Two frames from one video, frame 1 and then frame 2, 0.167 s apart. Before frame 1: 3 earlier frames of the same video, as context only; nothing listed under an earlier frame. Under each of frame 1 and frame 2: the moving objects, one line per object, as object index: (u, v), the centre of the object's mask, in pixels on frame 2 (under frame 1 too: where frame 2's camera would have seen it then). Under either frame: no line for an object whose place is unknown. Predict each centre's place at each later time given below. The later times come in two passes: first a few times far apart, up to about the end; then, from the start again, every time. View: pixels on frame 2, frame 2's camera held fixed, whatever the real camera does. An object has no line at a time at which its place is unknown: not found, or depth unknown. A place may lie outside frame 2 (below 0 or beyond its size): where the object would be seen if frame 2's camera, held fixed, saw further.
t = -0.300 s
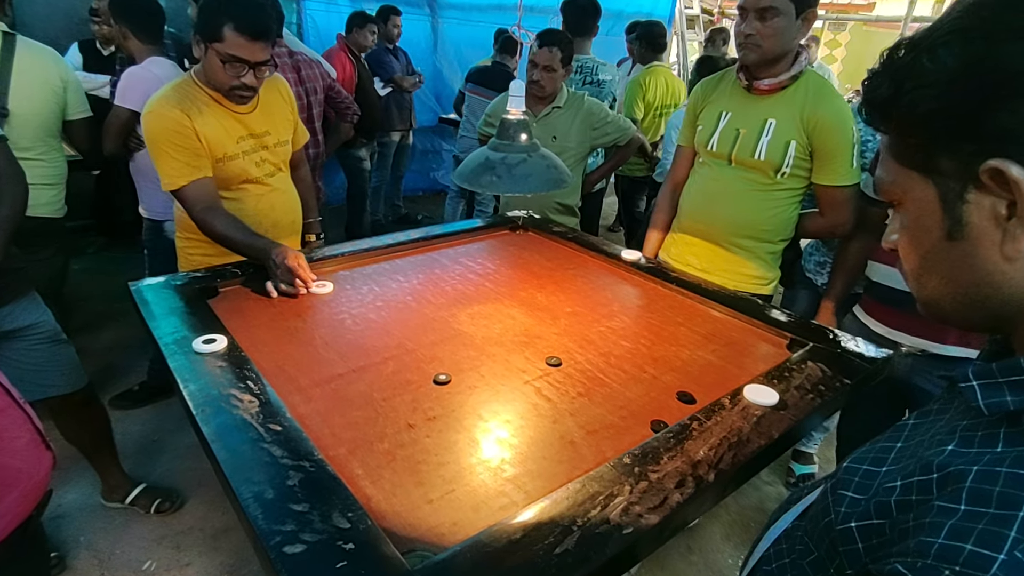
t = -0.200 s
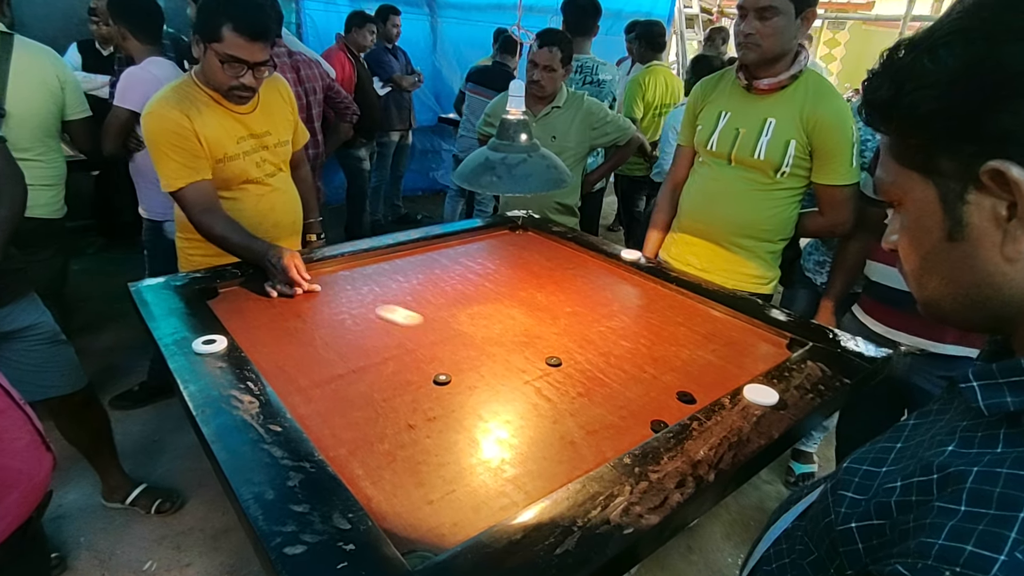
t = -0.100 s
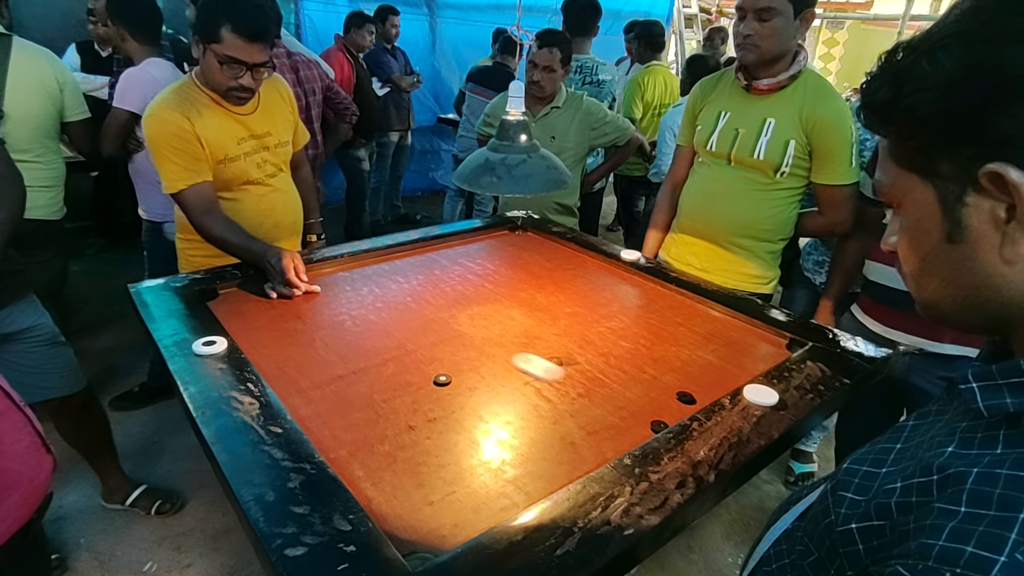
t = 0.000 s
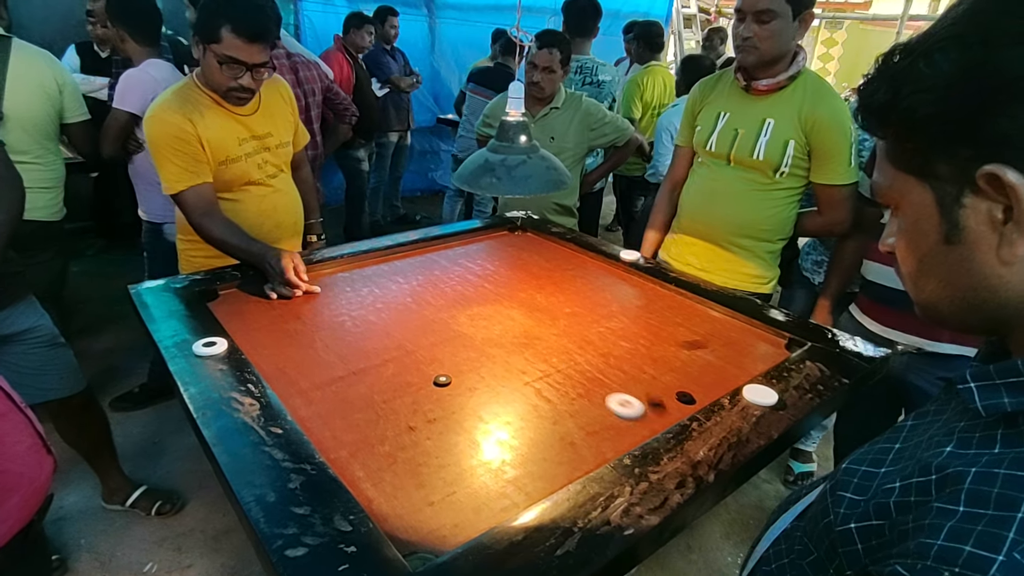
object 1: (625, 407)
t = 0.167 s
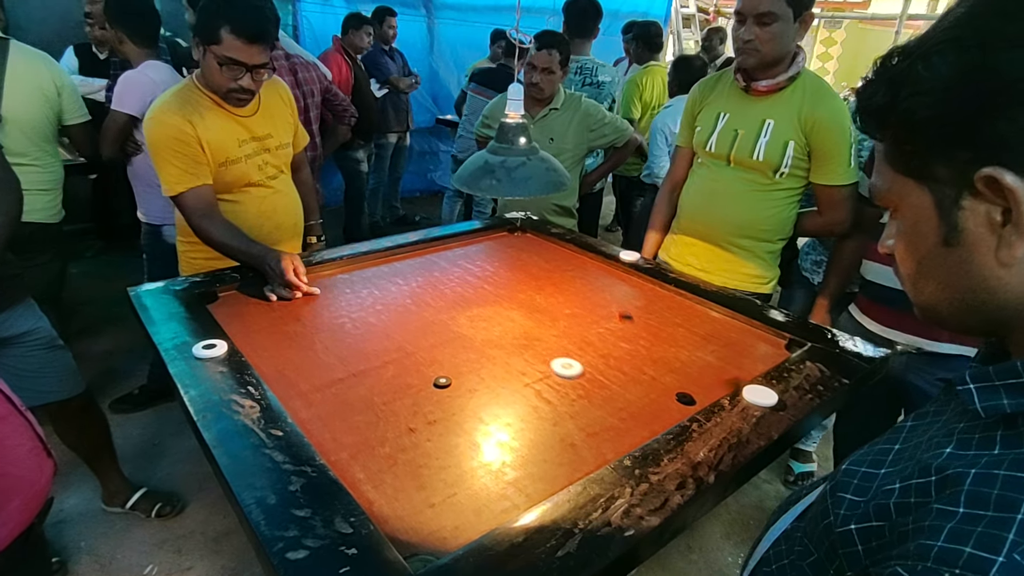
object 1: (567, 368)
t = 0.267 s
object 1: (541, 352)
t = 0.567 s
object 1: (499, 333)
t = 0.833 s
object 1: (493, 331)
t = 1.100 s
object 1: (493, 331)
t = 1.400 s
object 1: (492, 331)
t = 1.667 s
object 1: (492, 331)
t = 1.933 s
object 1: (492, 331)
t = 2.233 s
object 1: (493, 331)
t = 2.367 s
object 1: (493, 331)
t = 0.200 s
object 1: (557, 362)
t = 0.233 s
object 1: (549, 357)
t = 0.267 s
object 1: (541, 352)
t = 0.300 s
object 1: (533, 348)
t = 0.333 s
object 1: (527, 344)
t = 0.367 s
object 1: (521, 341)
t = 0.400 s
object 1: (516, 339)
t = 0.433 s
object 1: (512, 337)
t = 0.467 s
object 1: (508, 336)
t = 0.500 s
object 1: (505, 335)
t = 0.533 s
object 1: (502, 333)
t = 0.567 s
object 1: (499, 333)
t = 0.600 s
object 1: (497, 332)
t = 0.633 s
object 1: (495, 332)
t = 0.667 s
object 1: (494, 331)
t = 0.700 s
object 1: (493, 331)
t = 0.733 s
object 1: (493, 331)
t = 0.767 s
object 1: (493, 331)
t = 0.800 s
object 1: (492, 331)
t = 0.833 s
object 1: (493, 331)
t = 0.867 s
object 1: (493, 331)
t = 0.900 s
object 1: (492, 331)
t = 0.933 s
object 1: (492, 331)
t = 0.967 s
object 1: (493, 331)
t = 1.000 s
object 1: (493, 331)
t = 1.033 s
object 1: (493, 331)
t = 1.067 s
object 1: (492, 331)
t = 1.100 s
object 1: (493, 331)
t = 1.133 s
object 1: (492, 331)
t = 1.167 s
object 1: (492, 331)
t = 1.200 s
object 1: (492, 331)
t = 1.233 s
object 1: (492, 331)
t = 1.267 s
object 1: (492, 331)
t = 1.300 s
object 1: (492, 331)
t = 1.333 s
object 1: (493, 331)
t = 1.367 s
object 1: (492, 331)
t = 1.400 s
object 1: (492, 331)
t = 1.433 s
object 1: (492, 331)
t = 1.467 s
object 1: (492, 331)
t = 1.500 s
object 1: (492, 331)
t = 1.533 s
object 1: (492, 331)
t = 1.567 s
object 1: (492, 331)
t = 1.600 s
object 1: (492, 331)
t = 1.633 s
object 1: (492, 331)
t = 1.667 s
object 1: (492, 331)
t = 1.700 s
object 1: (493, 331)
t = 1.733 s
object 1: (492, 331)
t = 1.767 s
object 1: (492, 331)
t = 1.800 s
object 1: (492, 331)
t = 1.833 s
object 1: (492, 331)
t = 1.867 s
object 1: (492, 331)
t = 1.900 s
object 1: (492, 331)
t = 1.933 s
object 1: (492, 331)
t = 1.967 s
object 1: (492, 331)
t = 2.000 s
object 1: (493, 331)
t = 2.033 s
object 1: (493, 331)
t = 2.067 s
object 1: (493, 331)
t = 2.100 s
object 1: (493, 331)
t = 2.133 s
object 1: (493, 331)
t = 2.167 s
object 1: (493, 331)
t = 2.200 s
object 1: (493, 331)
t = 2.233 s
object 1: (493, 331)
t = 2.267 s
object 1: (493, 331)
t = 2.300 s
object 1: (492, 331)
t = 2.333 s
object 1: (492, 331)
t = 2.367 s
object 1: (493, 331)
